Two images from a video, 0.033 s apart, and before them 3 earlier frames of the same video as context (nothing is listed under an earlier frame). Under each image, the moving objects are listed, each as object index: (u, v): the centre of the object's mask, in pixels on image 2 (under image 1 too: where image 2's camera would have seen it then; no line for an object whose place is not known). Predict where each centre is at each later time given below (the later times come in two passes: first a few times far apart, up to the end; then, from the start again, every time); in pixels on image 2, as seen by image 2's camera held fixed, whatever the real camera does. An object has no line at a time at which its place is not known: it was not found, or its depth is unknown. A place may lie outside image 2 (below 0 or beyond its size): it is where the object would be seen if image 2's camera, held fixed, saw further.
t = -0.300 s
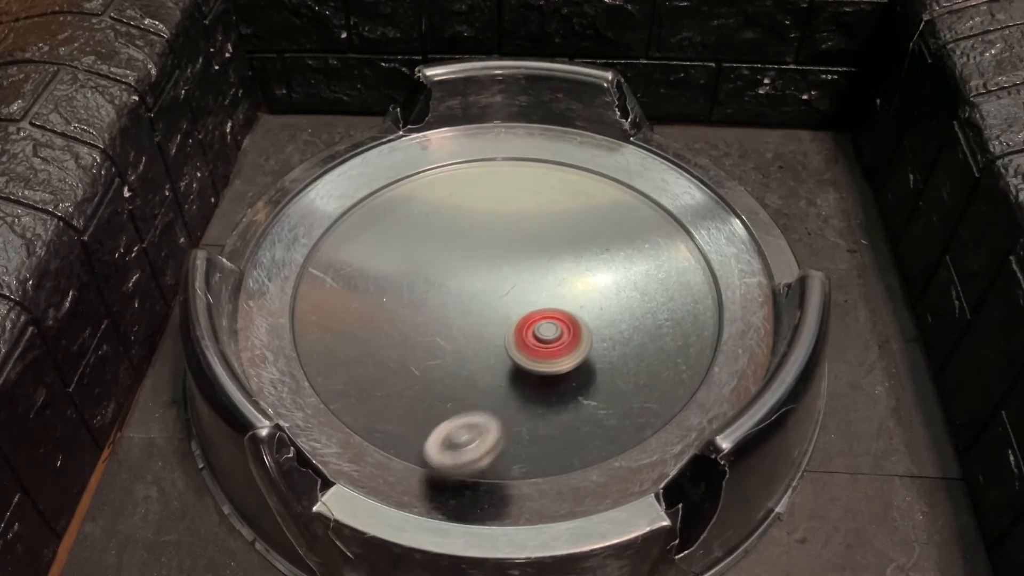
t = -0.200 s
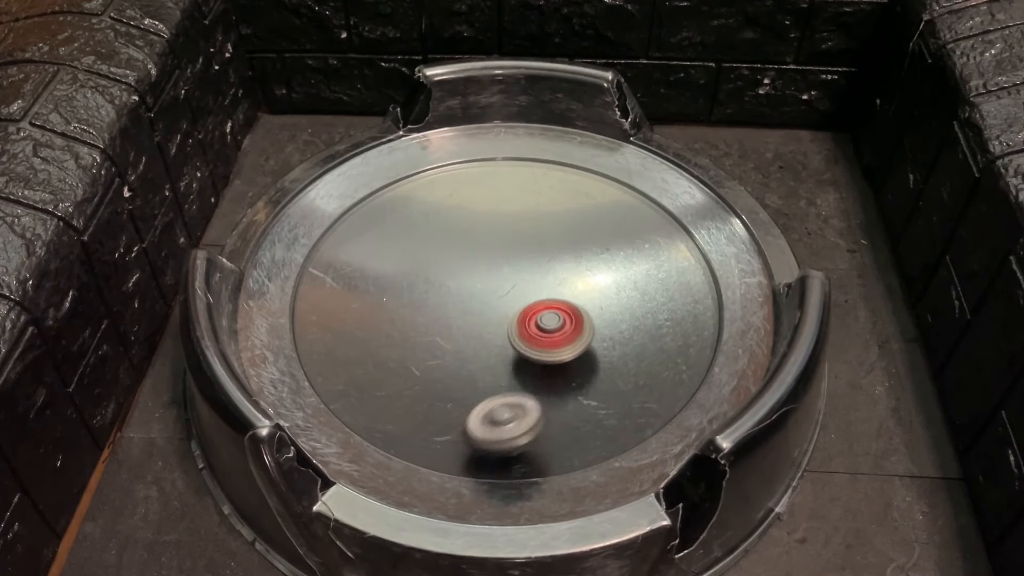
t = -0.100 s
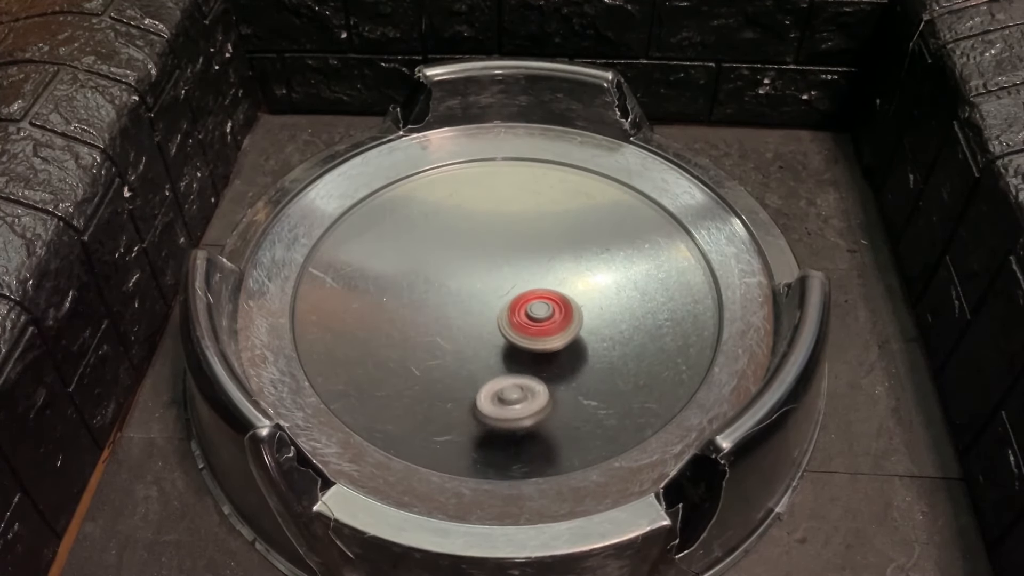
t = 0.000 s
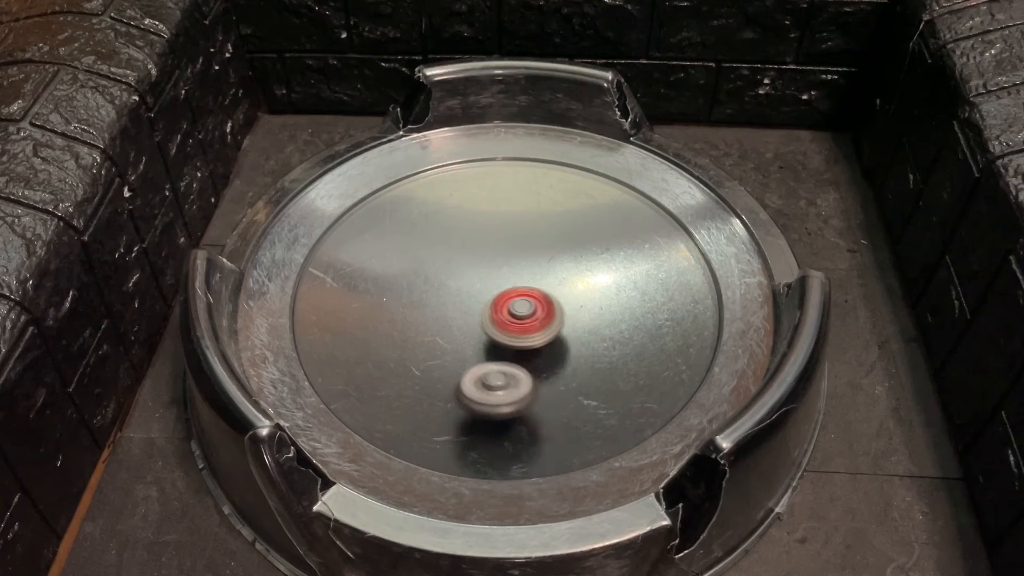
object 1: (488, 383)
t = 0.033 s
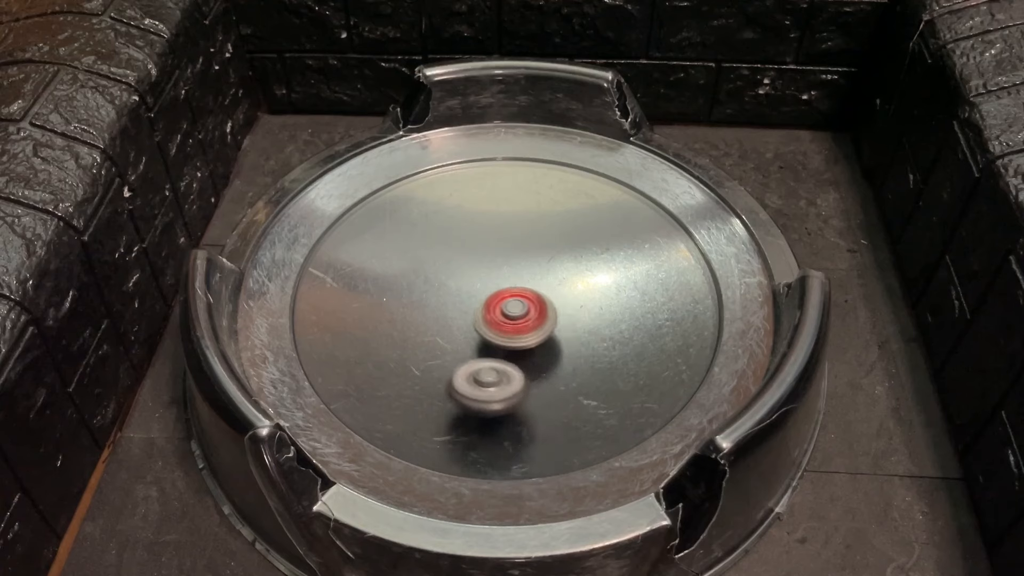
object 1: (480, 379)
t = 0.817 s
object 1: (380, 249)
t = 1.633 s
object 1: (557, 210)
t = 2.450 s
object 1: (572, 347)
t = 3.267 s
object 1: (389, 326)
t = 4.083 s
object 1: (489, 204)
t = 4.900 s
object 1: (593, 301)
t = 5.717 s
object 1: (431, 354)
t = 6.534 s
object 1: (450, 224)
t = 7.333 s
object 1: (582, 268)
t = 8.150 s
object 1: (493, 352)
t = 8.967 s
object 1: (416, 254)
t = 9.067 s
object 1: (432, 242)
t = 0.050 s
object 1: (474, 377)
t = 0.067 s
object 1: (470, 375)
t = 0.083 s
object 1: (465, 373)
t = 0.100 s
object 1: (460, 371)
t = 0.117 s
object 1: (455, 369)
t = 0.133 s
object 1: (450, 367)
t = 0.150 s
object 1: (446, 365)
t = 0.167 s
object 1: (441, 363)
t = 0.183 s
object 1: (435, 362)
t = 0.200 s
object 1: (430, 360)
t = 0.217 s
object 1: (424, 358)
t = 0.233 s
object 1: (420, 355)
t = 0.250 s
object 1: (416, 353)
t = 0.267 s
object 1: (411, 350)
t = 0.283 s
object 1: (407, 348)
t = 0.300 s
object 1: (403, 345)
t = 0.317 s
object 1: (400, 342)
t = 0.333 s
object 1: (396, 339)
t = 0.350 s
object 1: (392, 336)
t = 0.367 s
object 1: (390, 333)
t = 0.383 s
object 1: (386, 330)
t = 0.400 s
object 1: (383, 327)
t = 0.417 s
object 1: (380, 324)
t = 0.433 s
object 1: (377, 320)
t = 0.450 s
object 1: (375, 317)
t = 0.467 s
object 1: (373, 314)
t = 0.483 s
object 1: (372, 311)
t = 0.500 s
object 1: (370, 307)
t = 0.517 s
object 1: (368, 304)
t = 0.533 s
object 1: (367, 301)
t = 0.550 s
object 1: (366, 297)
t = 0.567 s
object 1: (365, 294)
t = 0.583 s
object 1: (364, 291)
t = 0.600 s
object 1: (365, 288)
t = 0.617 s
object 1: (365, 285)
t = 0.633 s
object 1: (365, 282)
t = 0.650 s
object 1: (366, 279)
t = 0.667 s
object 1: (367, 275)
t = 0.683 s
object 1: (367, 272)
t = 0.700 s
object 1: (369, 269)
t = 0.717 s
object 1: (370, 267)
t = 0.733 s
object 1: (371, 263)
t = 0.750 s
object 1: (372, 260)
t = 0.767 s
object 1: (374, 258)
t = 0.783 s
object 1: (375, 255)
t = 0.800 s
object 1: (378, 251)
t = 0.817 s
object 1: (380, 249)
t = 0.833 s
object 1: (382, 247)
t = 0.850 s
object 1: (384, 244)
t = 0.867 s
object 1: (387, 242)
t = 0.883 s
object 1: (390, 239)
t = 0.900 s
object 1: (392, 237)
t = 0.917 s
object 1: (395, 235)
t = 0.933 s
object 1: (399, 232)
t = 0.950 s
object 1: (403, 230)
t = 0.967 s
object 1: (406, 228)
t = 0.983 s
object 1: (409, 225)
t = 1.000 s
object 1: (413, 223)
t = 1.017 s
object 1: (417, 221)
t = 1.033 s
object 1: (420, 219)
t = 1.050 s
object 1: (424, 217)
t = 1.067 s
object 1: (428, 215)
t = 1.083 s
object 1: (432, 214)
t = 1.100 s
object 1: (435, 212)
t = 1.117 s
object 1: (439, 211)
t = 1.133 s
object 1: (443, 208)
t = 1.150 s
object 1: (448, 207)
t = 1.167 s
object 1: (452, 207)
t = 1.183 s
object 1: (455, 205)
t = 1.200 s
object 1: (459, 205)
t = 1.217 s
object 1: (463, 203)
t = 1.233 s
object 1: (468, 202)
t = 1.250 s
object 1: (471, 201)
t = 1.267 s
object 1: (475, 200)
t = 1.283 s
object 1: (479, 199)
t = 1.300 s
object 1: (483, 199)
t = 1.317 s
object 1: (487, 198)
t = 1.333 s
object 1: (491, 198)
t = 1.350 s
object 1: (494, 197)
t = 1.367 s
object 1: (498, 197)
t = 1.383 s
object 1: (503, 197)
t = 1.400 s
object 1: (507, 196)
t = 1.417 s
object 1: (510, 197)
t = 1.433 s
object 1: (514, 197)
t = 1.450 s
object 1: (519, 197)
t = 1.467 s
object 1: (522, 198)
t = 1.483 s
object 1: (526, 198)
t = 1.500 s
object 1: (529, 199)
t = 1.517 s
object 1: (533, 199)
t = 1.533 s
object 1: (537, 201)
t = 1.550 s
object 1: (541, 202)
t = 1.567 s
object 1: (544, 203)
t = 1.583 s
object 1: (548, 205)
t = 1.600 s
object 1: (551, 207)
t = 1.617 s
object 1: (554, 208)
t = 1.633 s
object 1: (557, 210)
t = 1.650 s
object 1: (560, 212)
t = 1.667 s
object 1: (563, 213)
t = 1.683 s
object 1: (566, 216)
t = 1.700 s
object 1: (568, 218)
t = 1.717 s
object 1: (571, 221)
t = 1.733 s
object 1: (573, 223)
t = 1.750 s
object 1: (576, 225)
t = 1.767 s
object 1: (580, 227)
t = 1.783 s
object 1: (582, 229)
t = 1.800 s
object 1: (585, 232)
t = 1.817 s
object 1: (588, 234)
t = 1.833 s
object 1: (590, 237)
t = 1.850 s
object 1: (593, 239)
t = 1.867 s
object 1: (595, 242)
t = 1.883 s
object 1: (597, 244)
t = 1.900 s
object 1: (599, 248)
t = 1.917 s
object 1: (601, 251)
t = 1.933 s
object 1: (604, 253)
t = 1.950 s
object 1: (604, 257)
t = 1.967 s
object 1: (606, 260)
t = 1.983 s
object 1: (609, 262)
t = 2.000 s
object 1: (609, 265)
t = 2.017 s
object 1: (610, 268)
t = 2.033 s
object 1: (611, 271)
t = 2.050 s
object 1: (611, 274)
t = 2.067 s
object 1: (612, 277)
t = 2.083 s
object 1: (612, 280)
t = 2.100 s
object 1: (613, 283)
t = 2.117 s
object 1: (613, 287)
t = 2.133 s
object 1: (612, 289)
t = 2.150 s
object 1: (612, 293)
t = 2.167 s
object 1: (612, 296)
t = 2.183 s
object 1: (611, 299)
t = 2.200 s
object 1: (609, 302)
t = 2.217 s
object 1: (608, 305)
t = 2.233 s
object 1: (606, 309)
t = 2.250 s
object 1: (605, 311)
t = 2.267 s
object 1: (603, 315)
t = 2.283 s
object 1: (601, 318)
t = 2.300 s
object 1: (599, 321)
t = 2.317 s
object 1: (597, 324)
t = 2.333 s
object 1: (594, 327)
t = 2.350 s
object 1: (591, 331)
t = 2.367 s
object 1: (588, 333)
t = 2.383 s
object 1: (586, 336)
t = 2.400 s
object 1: (583, 339)
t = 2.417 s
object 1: (579, 341)
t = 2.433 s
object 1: (576, 344)
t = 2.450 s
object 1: (572, 347)
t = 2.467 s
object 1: (568, 350)
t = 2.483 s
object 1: (565, 352)
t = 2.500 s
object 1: (560, 354)
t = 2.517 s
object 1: (556, 356)
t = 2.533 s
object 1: (552, 358)
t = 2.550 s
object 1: (548, 360)
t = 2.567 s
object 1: (543, 362)
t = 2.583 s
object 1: (539, 364)
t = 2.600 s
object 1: (535, 366)
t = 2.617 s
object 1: (531, 368)
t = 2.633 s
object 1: (526, 369)
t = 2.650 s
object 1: (521, 370)
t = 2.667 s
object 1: (516, 372)
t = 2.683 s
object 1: (511, 373)
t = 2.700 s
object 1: (507, 373)
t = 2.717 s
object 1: (503, 374)
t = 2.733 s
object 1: (497, 375)
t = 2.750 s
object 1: (493, 375)
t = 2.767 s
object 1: (488, 375)
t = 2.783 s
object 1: (484, 375)
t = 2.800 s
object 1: (479, 376)
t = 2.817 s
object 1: (474, 375)
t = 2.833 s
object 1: (469, 375)
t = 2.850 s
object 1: (465, 375)
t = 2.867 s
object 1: (460, 374)
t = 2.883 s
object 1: (456, 373)
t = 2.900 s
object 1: (452, 373)
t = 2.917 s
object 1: (447, 372)
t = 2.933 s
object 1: (444, 370)
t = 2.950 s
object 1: (439, 369)
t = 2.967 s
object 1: (435, 367)
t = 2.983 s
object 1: (431, 365)
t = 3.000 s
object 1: (428, 363)
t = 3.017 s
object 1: (425, 362)
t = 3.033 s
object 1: (421, 359)
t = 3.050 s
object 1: (418, 358)
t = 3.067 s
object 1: (415, 357)
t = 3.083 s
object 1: (411, 354)
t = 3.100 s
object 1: (408, 352)
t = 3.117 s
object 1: (406, 350)
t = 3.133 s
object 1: (403, 348)
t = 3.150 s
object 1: (402, 345)
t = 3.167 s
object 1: (399, 343)
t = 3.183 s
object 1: (397, 340)
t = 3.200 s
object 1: (396, 337)
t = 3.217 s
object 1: (393, 334)
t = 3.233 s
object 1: (392, 332)
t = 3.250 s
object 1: (391, 328)
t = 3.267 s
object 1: (389, 326)
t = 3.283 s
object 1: (389, 322)
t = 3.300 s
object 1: (389, 319)
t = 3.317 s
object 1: (388, 316)
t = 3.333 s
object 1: (387, 313)
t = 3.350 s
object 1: (387, 309)
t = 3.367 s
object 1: (387, 307)
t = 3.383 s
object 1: (387, 302)
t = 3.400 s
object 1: (388, 298)
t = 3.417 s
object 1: (389, 296)
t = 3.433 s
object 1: (389, 292)
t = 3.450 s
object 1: (389, 289)
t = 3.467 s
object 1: (391, 285)
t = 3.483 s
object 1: (393, 282)
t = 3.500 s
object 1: (394, 279)
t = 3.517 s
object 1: (395, 275)
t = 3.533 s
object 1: (396, 272)
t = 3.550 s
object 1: (397, 269)
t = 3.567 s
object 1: (400, 265)
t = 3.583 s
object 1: (402, 262)
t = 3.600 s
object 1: (403, 259)
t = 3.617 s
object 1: (405, 256)
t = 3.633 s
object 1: (407, 254)
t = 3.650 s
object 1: (409, 250)
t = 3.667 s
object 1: (412, 247)
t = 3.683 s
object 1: (415, 245)
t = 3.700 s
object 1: (417, 242)
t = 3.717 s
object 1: (419, 239)
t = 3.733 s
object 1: (422, 237)
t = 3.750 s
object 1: (425, 234)
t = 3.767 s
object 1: (428, 231)
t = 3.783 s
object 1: (430, 229)
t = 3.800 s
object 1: (434, 226)
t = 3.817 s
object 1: (436, 224)
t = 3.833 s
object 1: (440, 222)
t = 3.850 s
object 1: (443, 220)
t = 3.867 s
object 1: (445, 218)
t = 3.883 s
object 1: (449, 216)
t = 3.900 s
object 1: (453, 214)
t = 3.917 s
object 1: (454, 213)
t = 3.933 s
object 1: (459, 211)
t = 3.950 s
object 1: (462, 210)
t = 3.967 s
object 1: (465, 209)
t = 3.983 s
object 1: (469, 208)
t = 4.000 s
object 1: (473, 206)
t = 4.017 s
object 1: (475, 206)
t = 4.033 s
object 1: (478, 205)
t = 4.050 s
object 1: (483, 204)
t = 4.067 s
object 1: (486, 204)
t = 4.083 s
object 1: (489, 204)
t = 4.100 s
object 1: (493, 203)
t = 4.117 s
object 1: (496, 203)
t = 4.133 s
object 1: (499, 204)
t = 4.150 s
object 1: (503, 203)
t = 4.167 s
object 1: (506, 204)
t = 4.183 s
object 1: (509, 204)
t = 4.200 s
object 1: (513, 204)
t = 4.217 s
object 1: (517, 205)
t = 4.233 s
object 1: (520, 205)
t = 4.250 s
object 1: (523, 206)
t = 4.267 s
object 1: (527, 207)
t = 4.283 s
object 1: (530, 209)
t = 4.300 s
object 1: (532, 210)
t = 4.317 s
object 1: (536, 210)
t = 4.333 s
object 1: (539, 213)
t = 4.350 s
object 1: (542, 214)
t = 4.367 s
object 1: (545, 216)
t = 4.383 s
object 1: (548, 217)
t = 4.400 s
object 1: (551, 219)
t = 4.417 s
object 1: (554, 221)
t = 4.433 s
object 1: (557, 223)
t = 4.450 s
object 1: (560, 224)
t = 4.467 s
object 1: (563, 227)
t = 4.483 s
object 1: (566, 228)
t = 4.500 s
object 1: (568, 231)
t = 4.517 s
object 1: (571, 233)
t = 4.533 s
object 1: (573, 236)
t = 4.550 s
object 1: (575, 238)
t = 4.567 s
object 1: (578, 240)
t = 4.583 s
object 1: (579, 243)
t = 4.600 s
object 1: (582, 246)
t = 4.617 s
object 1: (584, 248)
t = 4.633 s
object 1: (585, 252)
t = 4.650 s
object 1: (588, 254)
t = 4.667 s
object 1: (589, 258)
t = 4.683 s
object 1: (591, 261)
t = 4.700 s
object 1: (591, 264)
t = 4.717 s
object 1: (593, 267)
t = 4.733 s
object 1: (593, 270)
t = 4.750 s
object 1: (594, 273)
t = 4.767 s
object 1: (594, 276)
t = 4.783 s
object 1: (595, 279)
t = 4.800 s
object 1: (595, 282)
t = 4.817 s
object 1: (595, 286)
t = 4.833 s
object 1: (595, 288)
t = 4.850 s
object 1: (595, 292)
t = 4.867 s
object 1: (594, 296)
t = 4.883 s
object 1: (594, 298)
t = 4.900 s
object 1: (593, 301)
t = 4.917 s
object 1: (593, 304)
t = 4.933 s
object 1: (592, 308)
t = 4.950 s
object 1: (591, 311)
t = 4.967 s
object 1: (589, 314)
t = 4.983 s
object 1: (588, 317)
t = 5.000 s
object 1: (587, 319)
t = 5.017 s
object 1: (584, 323)
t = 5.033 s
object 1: (583, 325)
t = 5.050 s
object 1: (580, 328)
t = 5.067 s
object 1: (578, 331)
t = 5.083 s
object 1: (576, 334)
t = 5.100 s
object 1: (573, 337)
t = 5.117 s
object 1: (570, 339)
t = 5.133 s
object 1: (567, 342)
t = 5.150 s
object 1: (564, 344)
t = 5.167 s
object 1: (561, 346)
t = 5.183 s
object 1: (558, 348)
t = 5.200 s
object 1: (555, 351)
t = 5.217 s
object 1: (551, 353)
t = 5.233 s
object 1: (548, 354)
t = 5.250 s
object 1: (544, 356)
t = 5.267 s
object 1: (541, 358)
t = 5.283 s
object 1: (536, 359)
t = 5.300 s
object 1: (532, 361)
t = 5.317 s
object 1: (528, 362)
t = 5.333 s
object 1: (524, 363)
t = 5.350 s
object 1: (520, 364)
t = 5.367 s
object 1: (516, 365)
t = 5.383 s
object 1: (511, 366)
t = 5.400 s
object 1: (507, 367)
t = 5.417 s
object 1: (503, 367)
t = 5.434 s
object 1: (499, 368)
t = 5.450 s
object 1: (495, 368)
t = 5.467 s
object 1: (490, 368)
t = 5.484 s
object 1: (486, 368)
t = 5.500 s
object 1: (481, 368)
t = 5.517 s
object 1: (477, 368)
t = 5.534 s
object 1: (473, 368)
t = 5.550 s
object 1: (469, 367)
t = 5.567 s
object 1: (464, 366)
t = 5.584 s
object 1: (460, 365)
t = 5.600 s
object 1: (456, 364)
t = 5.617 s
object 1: (453, 363)
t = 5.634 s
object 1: (449, 362)
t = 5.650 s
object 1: (445, 360)
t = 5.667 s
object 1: (441, 359)
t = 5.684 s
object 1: (438, 357)
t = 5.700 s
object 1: (435, 356)
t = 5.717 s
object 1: (431, 354)
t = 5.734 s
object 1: (428, 352)
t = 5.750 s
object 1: (425, 350)
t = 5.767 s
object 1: (422, 348)
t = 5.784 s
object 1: (420, 345)
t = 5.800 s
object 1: (417, 343)
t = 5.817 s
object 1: (414, 340)
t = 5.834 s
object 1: (412, 338)
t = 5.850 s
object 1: (410, 335)
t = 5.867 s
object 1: (408, 332)
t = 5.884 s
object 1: (406, 330)
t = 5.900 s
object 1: (405, 328)
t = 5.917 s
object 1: (403, 324)
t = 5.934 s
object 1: (402, 321)
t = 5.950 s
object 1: (401, 318)
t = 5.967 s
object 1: (400, 315)
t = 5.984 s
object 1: (399, 312)
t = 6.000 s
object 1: (398, 309)
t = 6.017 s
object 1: (398, 306)
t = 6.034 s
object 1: (398, 303)
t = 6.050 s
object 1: (398, 299)
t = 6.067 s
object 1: (398, 297)
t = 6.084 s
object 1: (397, 294)
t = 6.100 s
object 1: (398, 290)
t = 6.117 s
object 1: (399, 287)
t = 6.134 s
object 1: (399, 284)
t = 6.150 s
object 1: (400, 281)
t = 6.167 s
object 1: (402, 278)
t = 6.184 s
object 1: (402, 274)
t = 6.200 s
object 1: (404, 272)
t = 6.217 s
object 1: (405, 269)
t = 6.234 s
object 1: (407, 266)
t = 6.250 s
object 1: (409, 263)
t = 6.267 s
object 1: (410, 260)
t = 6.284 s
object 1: (412, 258)
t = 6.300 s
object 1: (414, 255)
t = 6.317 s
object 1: (416, 252)
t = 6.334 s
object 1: (418, 249)
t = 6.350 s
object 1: (420, 247)
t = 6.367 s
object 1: (422, 245)
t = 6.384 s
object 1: (424, 242)
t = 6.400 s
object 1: (427, 240)
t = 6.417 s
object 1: (430, 238)
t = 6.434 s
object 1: (433, 236)
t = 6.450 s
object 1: (435, 233)
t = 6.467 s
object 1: (439, 232)
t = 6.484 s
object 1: (442, 229)
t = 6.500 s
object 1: (445, 227)
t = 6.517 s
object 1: (448, 225)
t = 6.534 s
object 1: (450, 224)
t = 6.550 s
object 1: (454, 222)
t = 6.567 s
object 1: (458, 221)
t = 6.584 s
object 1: (460, 220)
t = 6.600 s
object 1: (463, 219)
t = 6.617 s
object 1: (466, 217)
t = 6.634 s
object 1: (470, 217)
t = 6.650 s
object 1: (473, 215)
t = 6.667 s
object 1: (476, 215)
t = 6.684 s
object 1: (480, 213)
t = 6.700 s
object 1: (484, 213)
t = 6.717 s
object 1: (487, 213)
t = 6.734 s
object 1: (490, 213)
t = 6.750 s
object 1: (493, 212)
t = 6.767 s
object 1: (497, 211)
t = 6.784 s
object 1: (501, 211)
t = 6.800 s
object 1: (503, 212)
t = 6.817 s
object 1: (507, 212)
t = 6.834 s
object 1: (510, 212)
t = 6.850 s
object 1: (514, 213)
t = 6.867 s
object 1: (517, 213)
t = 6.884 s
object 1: (519, 214)
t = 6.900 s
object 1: (523, 214)
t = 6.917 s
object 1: (527, 215)
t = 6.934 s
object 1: (529, 217)
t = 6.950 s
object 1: (532, 218)
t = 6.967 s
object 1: (535, 219)
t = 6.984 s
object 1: (538, 220)
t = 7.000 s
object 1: (542, 222)
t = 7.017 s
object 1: (544, 224)
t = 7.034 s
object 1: (547, 225)
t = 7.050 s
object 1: (549, 227)
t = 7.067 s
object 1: (552, 229)
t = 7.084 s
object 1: (555, 230)
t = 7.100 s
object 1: (557, 233)
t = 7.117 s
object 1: (560, 235)
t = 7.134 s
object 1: (562, 237)
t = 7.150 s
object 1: (564, 239)
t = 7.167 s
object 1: (567, 241)
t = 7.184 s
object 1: (569, 243)
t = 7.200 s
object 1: (572, 246)
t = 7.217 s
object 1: (573, 248)
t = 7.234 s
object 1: (575, 251)
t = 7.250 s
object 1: (576, 253)
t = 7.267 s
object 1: (577, 257)
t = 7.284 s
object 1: (580, 259)
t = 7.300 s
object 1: (581, 262)
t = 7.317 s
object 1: (581, 266)
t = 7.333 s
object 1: (582, 268)
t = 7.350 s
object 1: (584, 270)
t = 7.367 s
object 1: (584, 274)
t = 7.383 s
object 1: (585, 276)
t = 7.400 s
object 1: (585, 279)
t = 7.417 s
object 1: (585, 283)
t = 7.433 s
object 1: (591, 286)
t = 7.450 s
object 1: (599, 288)
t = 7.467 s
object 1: (604, 292)
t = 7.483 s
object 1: (607, 295)
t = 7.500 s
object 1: (609, 297)
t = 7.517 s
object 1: (612, 299)
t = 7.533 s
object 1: (613, 302)
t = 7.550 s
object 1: (614, 304)
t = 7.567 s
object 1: (614, 306)
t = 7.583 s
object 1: (614, 308)
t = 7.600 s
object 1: (614, 310)
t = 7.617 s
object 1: (614, 312)
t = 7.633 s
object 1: (613, 314)
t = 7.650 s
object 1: (612, 317)
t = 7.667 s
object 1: (610, 319)
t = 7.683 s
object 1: (608, 321)
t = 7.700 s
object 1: (607, 323)
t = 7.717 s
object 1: (605, 324)
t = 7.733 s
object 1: (602, 326)
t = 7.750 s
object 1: (600, 328)
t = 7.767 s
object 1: (597, 330)
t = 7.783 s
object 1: (594, 332)
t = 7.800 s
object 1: (591, 334)
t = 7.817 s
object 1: (587, 336)
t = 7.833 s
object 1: (584, 337)
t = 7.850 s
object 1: (580, 338)
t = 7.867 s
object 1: (576, 340)
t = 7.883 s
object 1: (572, 342)
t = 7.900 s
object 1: (567, 343)
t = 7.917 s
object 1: (563, 344)
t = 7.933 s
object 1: (558, 345)
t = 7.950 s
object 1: (553, 346)
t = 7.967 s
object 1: (548, 347)
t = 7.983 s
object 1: (543, 349)
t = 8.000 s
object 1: (538, 349)
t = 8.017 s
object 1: (534, 350)
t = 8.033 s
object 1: (529, 350)
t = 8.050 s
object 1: (524, 351)
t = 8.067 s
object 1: (519, 351)
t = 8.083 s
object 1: (513, 352)
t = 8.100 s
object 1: (508, 352)
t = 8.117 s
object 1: (504, 352)
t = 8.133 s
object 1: (498, 352)
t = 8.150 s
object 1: (493, 352)
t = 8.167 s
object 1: (488, 352)
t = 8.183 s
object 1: (483, 351)
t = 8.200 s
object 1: (478, 351)
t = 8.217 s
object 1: (473, 350)
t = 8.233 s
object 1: (468, 350)
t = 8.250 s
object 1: (463, 349)
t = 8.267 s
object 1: (458, 348)
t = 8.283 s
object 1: (453, 347)
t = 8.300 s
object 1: (449, 346)
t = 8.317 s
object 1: (444, 345)
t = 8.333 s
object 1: (440, 344)
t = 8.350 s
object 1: (435, 342)
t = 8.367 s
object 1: (432, 340)
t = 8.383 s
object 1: (428, 339)
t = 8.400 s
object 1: (424, 337)
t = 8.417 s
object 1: (420, 335)
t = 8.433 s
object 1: (417, 333)
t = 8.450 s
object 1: (413, 331)
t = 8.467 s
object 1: (411, 329)
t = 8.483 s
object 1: (408, 327)
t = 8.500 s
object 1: (405, 325)
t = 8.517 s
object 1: (403, 323)
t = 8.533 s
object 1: (401, 320)
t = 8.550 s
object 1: (399, 317)
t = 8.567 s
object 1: (398, 314)
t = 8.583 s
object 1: (395, 312)
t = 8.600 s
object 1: (394, 310)
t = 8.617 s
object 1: (393, 308)
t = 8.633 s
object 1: (392, 305)
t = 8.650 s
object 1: (392, 302)
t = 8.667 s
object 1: (391, 299)
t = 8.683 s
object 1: (392, 296)
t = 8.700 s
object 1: (391, 294)
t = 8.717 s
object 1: (391, 292)
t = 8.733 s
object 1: (391, 289)
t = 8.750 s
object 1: (392, 286)
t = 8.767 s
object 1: (393, 284)
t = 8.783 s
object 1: (394, 281)
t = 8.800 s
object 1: (395, 279)
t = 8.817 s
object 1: (397, 276)
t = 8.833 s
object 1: (398, 274)
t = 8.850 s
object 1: (401, 271)
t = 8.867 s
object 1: (402, 268)
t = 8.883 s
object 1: (404, 266)
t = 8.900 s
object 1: (406, 264)
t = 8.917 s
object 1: (409, 261)
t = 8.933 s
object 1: (411, 259)
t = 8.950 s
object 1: (413, 257)
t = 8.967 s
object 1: (416, 254)
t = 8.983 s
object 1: (418, 252)
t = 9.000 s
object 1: (420, 250)
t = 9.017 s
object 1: (424, 248)
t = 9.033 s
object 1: (427, 245)
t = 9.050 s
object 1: (429, 243)
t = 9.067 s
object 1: (432, 242)
